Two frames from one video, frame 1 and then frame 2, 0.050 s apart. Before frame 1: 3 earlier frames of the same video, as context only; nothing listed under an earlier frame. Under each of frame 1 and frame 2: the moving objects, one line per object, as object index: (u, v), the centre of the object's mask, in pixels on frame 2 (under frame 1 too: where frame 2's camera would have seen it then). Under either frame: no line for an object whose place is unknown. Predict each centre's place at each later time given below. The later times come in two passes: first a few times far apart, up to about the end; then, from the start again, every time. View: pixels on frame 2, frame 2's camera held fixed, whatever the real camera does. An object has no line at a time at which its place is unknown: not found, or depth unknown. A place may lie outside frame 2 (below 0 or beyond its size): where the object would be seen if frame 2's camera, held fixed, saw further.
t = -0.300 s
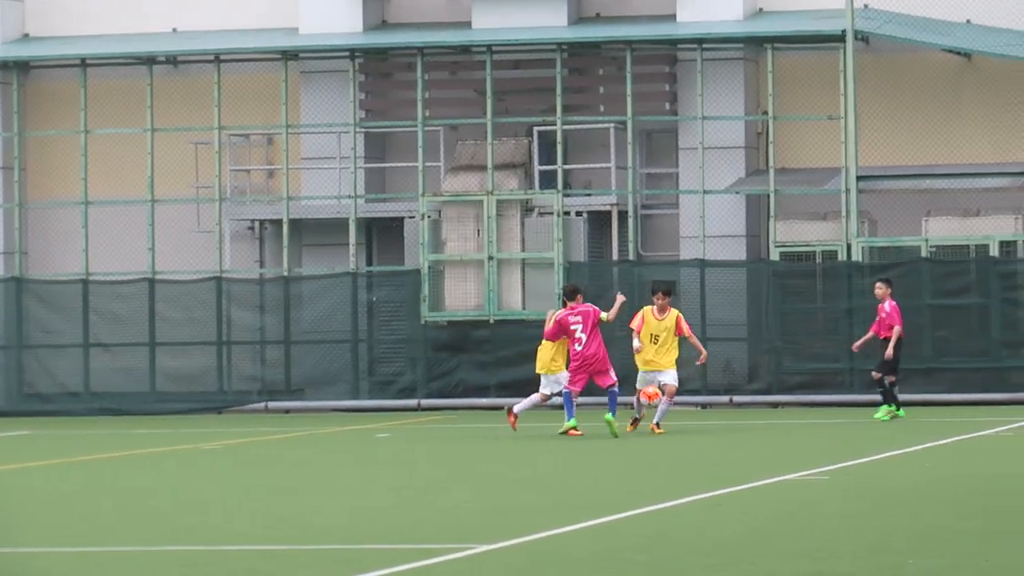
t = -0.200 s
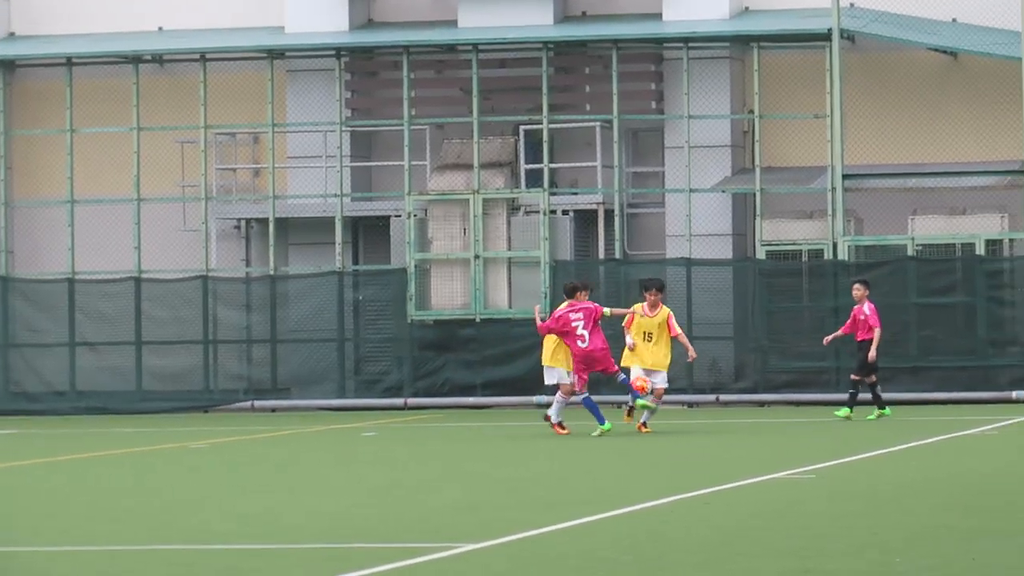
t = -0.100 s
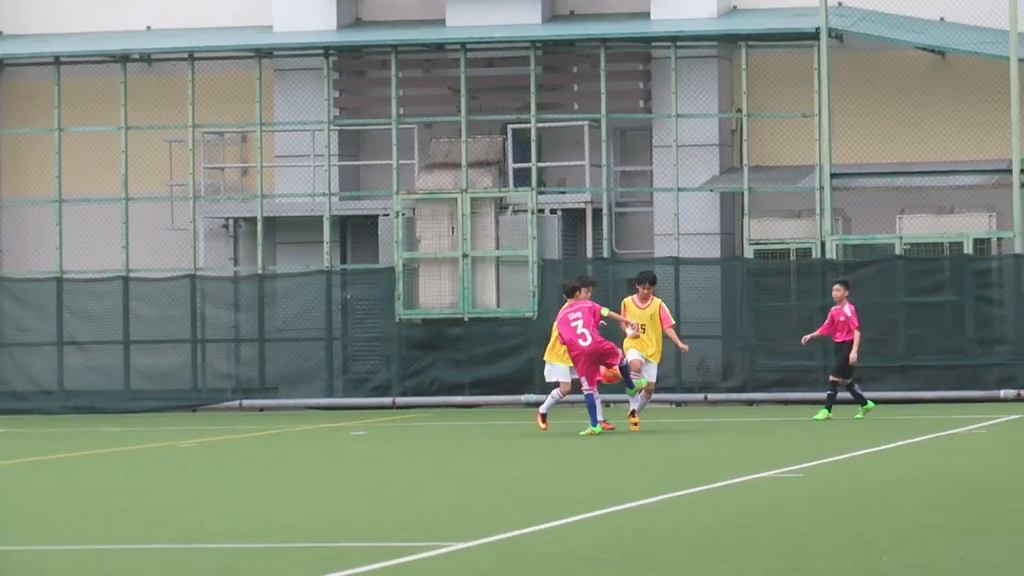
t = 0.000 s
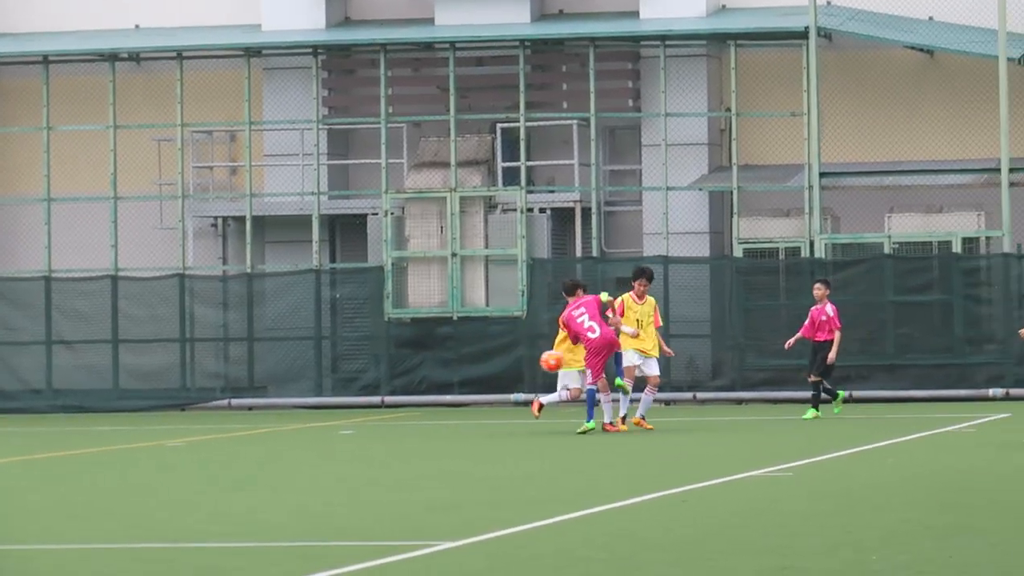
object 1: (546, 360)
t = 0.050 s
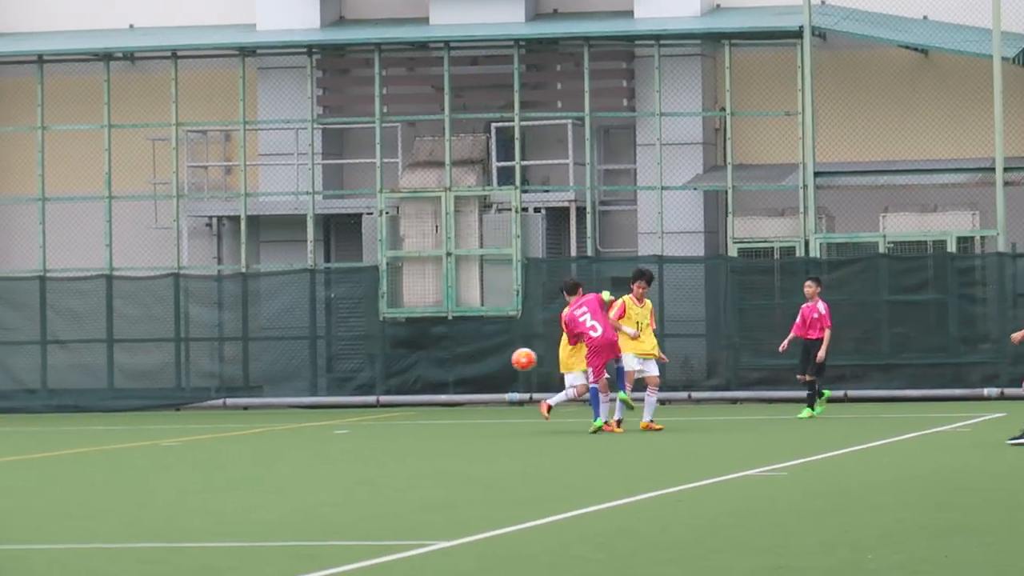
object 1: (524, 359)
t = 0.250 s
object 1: (431, 378)
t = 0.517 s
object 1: (326, 404)
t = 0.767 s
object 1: (257, 381)
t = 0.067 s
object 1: (516, 359)
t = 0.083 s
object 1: (508, 359)
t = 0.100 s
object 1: (500, 360)
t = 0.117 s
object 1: (492, 361)
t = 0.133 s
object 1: (485, 362)
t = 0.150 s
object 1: (477, 363)
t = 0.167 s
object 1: (469, 365)
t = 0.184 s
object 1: (461, 367)
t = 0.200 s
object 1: (454, 369)
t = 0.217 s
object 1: (446, 372)
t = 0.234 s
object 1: (438, 375)
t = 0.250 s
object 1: (431, 378)
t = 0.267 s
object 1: (423, 382)
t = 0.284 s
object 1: (415, 385)
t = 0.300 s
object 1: (408, 389)
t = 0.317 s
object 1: (400, 394)
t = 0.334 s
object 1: (392, 398)
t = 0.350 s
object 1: (385, 403)
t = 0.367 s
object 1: (377, 408)
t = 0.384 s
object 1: (369, 414)
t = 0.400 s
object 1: (362, 420)
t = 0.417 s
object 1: (355, 426)
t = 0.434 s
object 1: (348, 426)
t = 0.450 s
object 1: (344, 421)
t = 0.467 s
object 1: (340, 417)
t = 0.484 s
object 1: (335, 412)
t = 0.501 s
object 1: (330, 408)
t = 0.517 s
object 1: (326, 404)
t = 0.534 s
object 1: (322, 401)
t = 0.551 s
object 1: (318, 397)
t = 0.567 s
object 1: (313, 394)
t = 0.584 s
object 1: (309, 391)
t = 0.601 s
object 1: (304, 389)
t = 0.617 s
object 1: (299, 387)
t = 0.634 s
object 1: (295, 385)
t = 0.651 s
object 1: (290, 384)
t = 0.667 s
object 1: (285, 383)
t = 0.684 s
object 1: (280, 382)
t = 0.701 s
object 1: (276, 381)
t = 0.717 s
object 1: (271, 381)
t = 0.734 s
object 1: (266, 381)
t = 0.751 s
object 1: (262, 381)
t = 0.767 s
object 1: (257, 381)
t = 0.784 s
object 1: (253, 382)
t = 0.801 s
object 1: (248, 383)
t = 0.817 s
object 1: (243, 384)
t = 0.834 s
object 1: (239, 386)
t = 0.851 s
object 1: (234, 388)
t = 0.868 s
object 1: (229, 390)
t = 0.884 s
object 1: (225, 392)
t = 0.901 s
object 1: (220, 395)
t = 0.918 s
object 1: (216, 399)
